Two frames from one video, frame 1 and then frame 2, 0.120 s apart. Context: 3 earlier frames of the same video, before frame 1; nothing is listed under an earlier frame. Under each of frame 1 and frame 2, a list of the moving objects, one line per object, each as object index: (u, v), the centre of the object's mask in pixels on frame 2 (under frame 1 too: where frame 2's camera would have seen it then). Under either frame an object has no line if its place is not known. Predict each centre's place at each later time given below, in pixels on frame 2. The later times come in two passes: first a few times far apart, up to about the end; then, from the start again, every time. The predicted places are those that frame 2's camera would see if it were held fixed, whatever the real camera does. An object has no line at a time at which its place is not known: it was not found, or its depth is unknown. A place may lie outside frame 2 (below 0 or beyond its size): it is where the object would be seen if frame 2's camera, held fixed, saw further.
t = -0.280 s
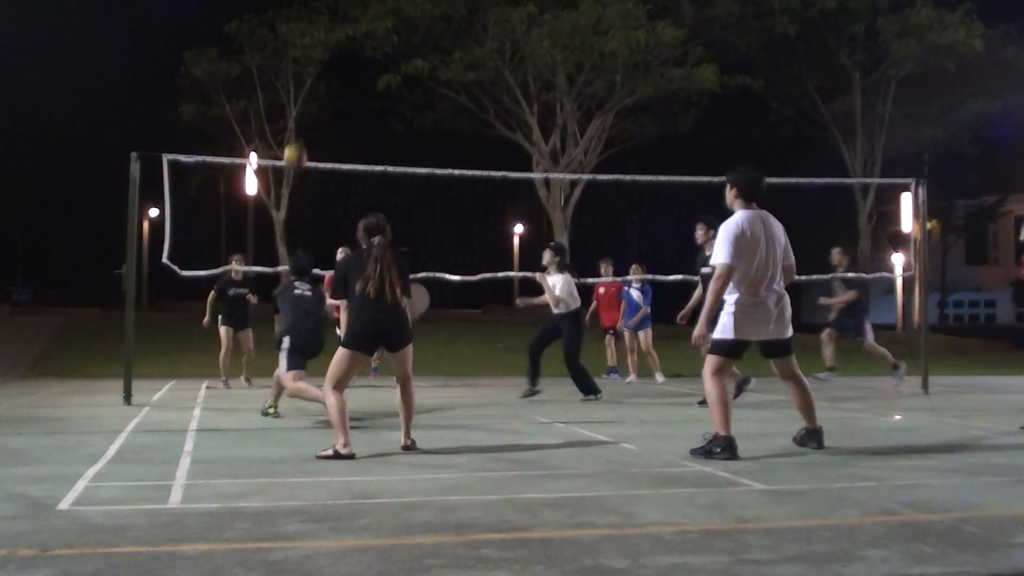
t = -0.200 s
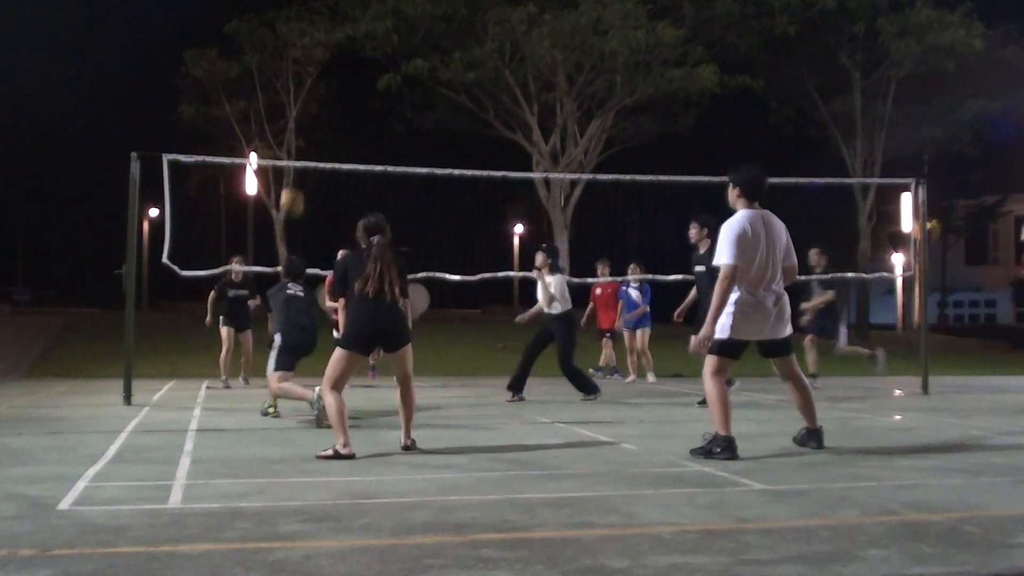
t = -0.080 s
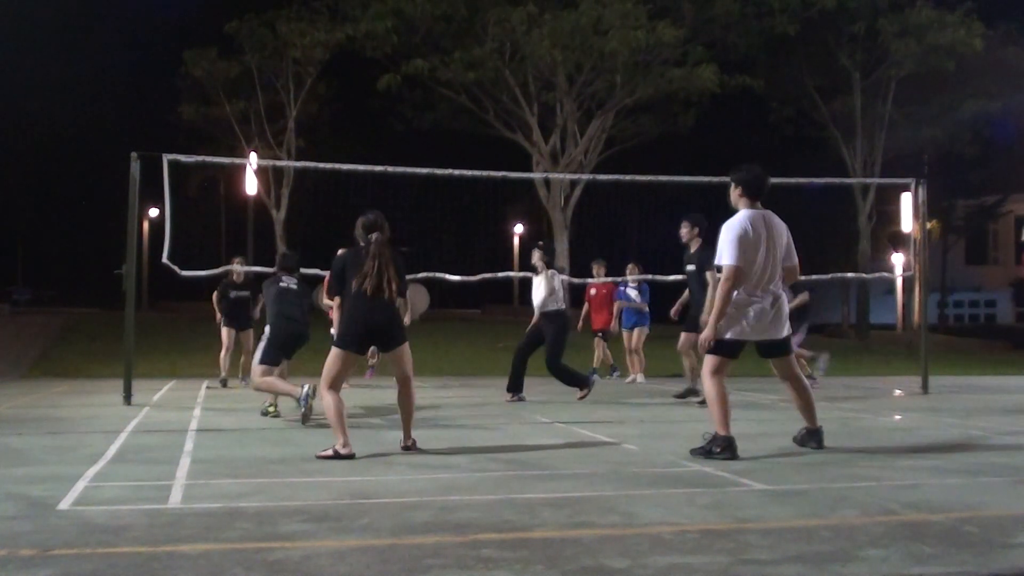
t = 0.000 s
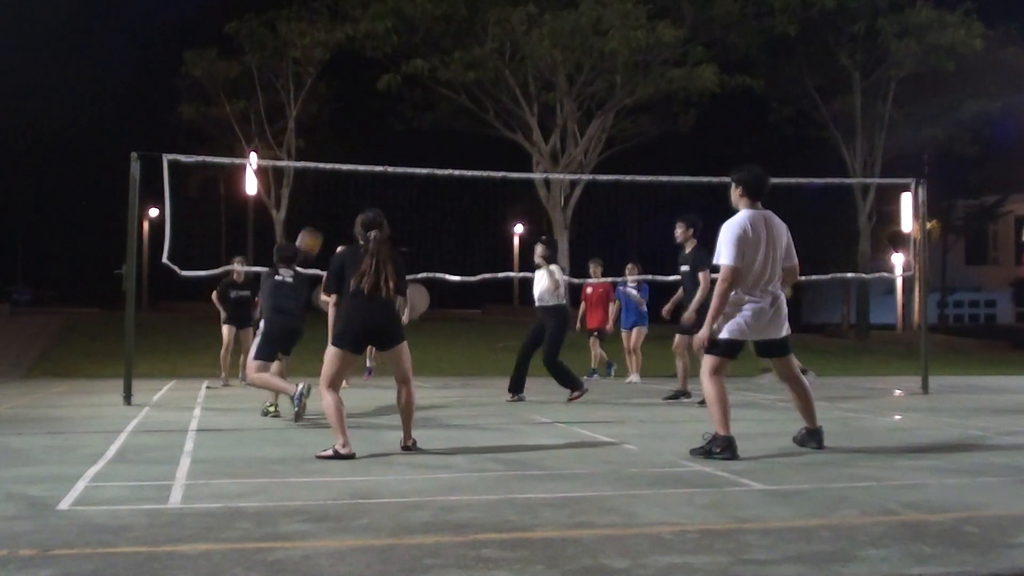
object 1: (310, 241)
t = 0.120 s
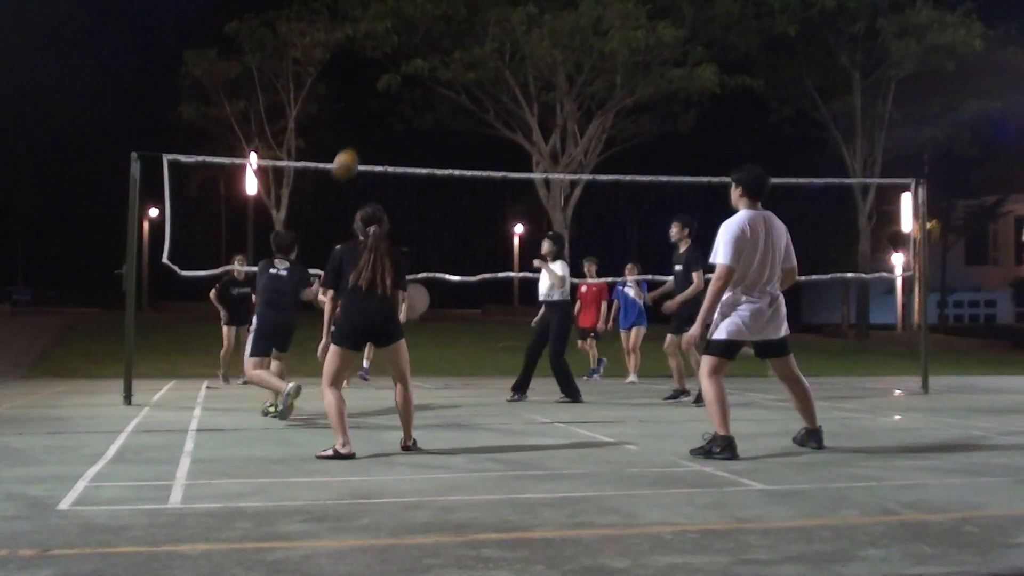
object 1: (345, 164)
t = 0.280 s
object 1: (393, 87)
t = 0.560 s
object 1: (473, 25)
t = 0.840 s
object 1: (547, 50)
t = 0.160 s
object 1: (358, 142)
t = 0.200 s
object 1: (370, 121)
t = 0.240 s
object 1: (382, 103)
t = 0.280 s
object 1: (393, 87)
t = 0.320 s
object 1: (405, 73)
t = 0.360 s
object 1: (416, 60)
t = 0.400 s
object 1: (429, 49)
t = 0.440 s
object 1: (440, 42)
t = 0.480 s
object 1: (451, 35)
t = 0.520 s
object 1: (462, 30)
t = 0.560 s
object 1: (473, 25)
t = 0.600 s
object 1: (485, 25)
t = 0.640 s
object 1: (495, 25)
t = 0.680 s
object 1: (506, 27)
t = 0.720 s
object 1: (516, 30)
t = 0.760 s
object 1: (526, 34)
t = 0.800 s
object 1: (537, 41)
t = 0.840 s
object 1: (547, 50)
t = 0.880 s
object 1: (559, 60)
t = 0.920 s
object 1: (569, 74)
